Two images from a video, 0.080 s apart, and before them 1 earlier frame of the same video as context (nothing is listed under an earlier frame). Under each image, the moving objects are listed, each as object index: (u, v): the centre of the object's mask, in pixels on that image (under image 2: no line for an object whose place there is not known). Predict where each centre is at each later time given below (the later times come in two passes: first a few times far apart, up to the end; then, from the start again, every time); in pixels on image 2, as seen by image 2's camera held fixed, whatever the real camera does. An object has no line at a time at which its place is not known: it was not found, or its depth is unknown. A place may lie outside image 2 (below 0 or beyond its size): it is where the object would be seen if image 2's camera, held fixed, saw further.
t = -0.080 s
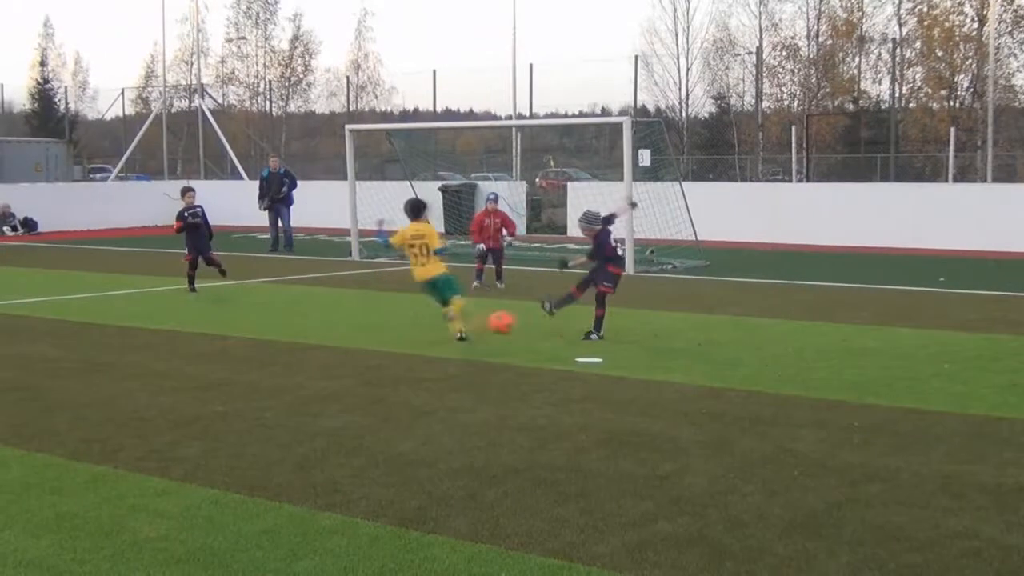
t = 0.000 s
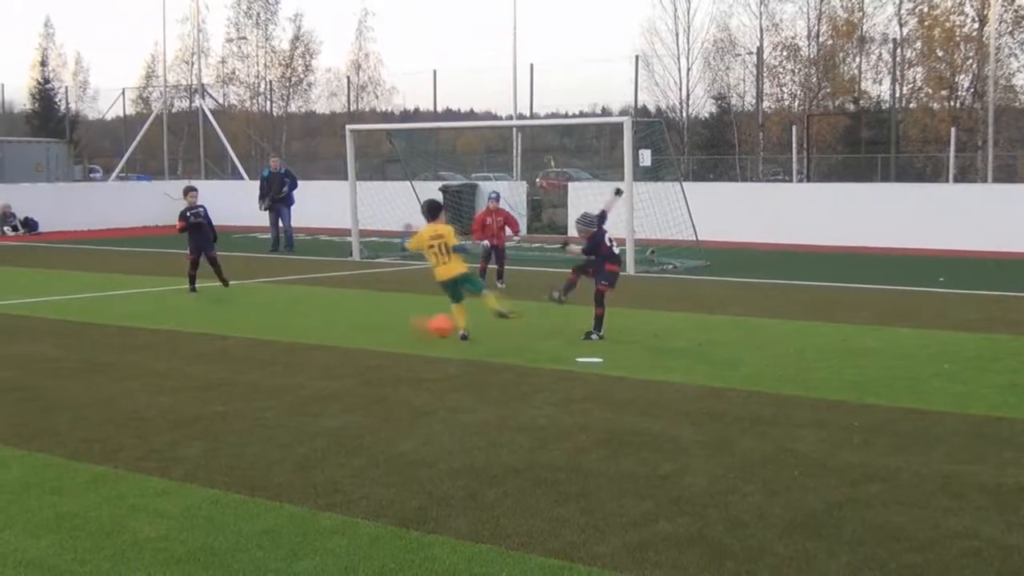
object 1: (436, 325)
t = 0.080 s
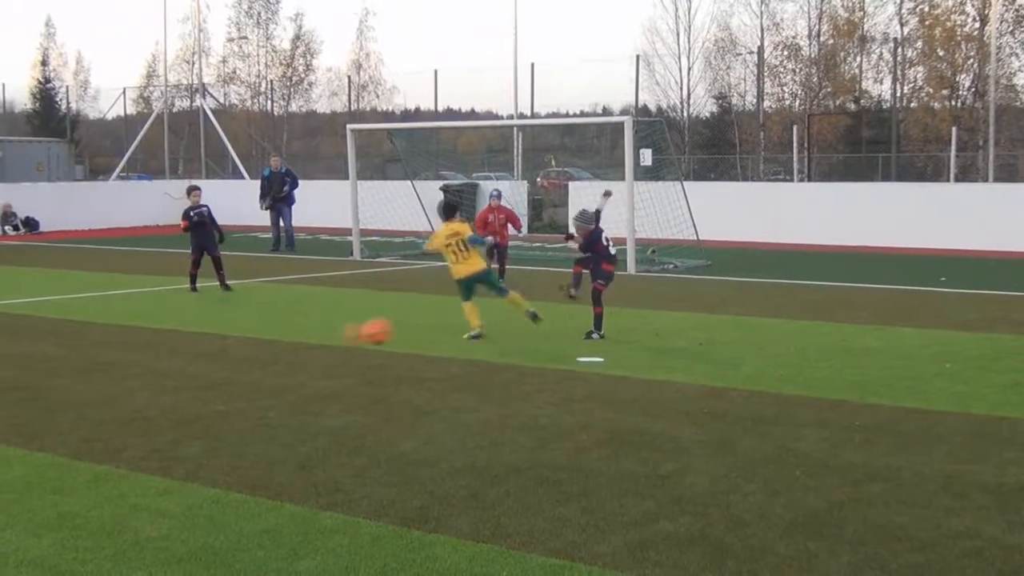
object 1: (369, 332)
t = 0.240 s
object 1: (215, 366)
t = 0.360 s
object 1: (90, 387)
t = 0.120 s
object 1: (331, 338)
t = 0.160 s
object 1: (295, 345)
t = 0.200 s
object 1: (256, 355)
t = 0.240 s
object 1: (215, 366)
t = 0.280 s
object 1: (173, 379)
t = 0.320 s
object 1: (132, 386)
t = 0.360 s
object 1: (90, 387)
